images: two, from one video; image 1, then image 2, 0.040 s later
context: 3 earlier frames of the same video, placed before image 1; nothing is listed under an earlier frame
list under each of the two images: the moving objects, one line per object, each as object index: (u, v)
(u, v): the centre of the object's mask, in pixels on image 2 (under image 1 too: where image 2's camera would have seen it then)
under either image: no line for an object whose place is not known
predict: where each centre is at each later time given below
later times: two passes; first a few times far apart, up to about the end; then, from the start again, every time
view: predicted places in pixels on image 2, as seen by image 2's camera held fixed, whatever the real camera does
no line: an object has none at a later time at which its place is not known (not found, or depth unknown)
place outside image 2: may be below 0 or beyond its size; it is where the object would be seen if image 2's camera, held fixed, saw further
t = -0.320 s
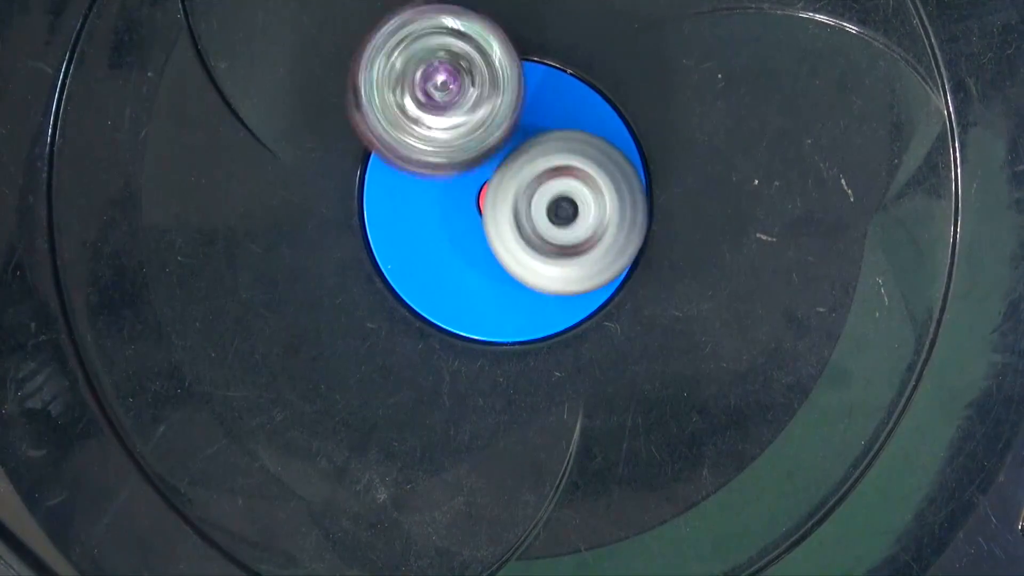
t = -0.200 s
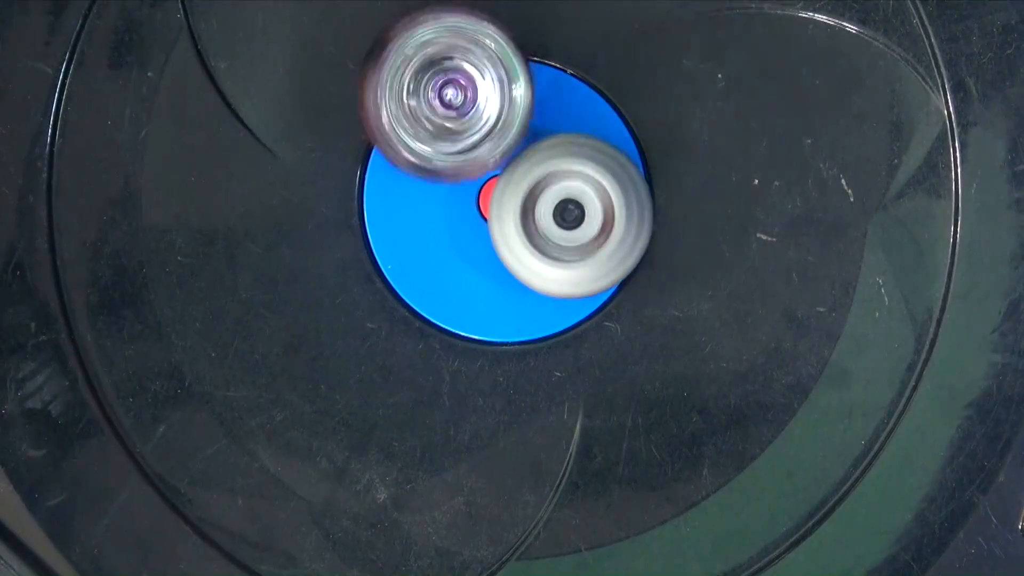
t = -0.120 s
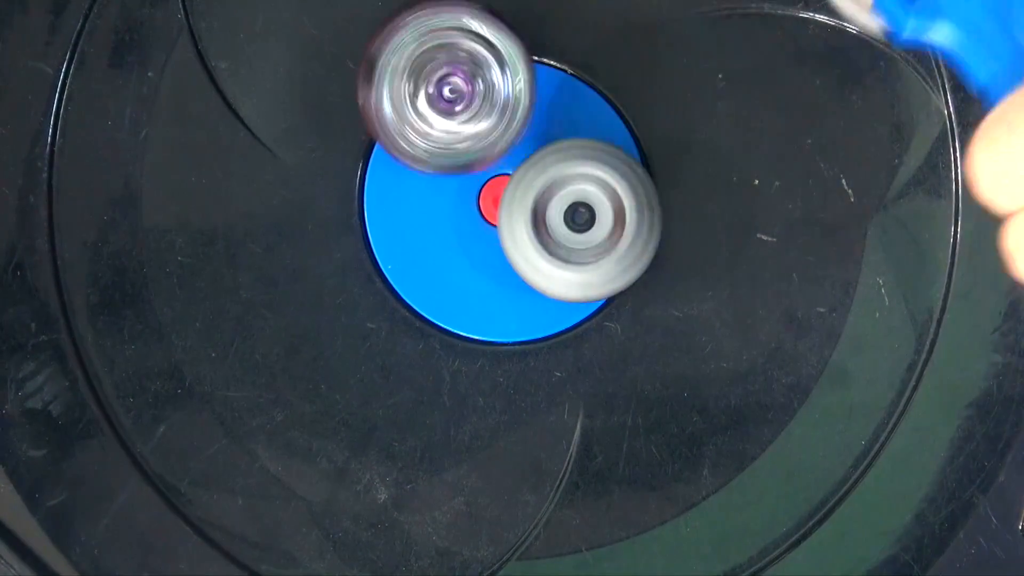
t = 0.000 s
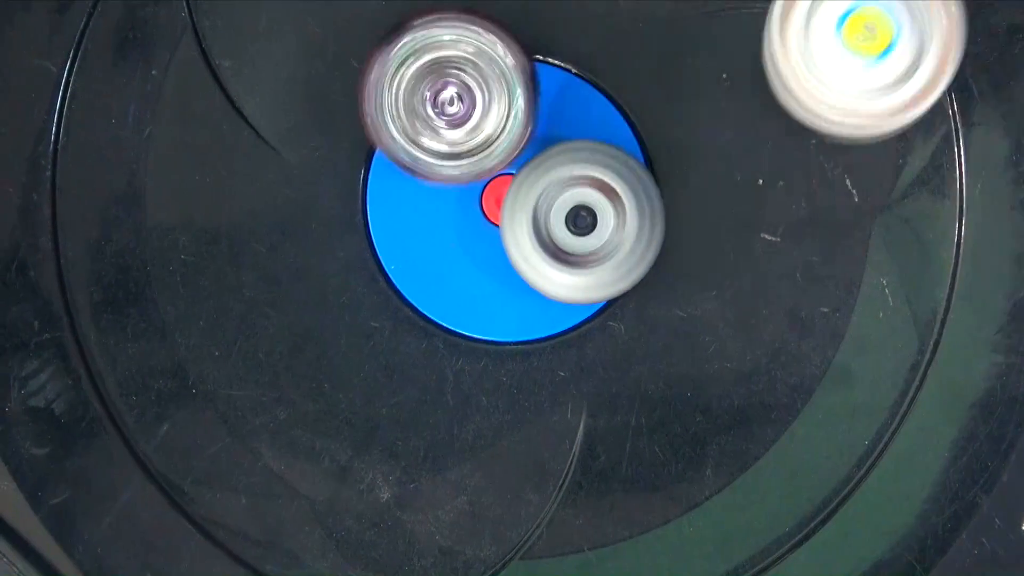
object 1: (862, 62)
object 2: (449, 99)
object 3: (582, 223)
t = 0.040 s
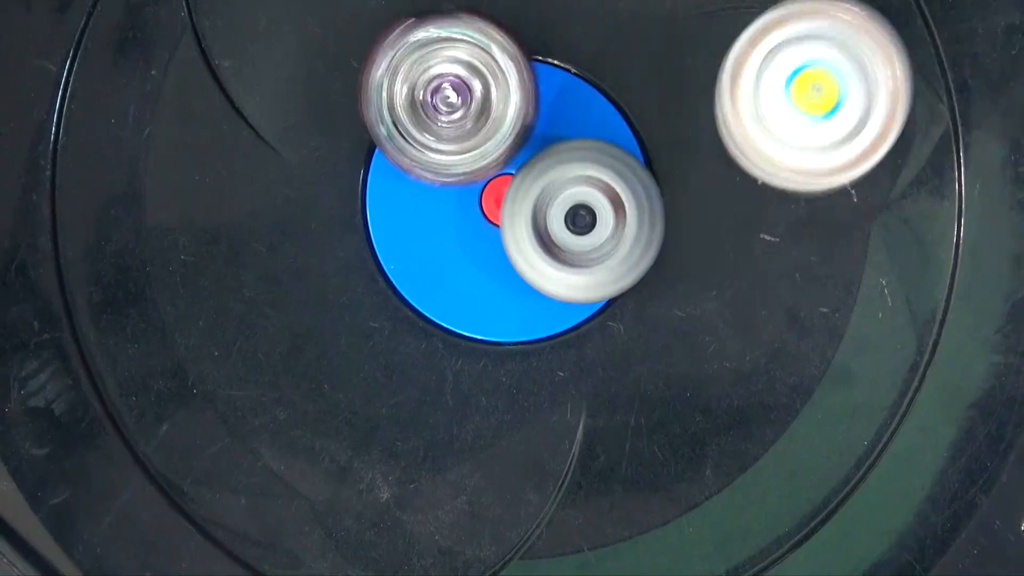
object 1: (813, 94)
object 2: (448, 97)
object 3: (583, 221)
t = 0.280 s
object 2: (447, 79)
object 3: (569, 237)
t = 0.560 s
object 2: (474, 99)
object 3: (560, 257)
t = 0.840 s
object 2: (475, 97)
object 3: (533, 262)
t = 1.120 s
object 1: (772, 62)
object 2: (472, 60)
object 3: (542, 326)
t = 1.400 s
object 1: (753, 44)
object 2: (480, 114)
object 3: (540, 301)
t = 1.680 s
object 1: (761, 42)
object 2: (427, 119)
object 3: (521, 301)
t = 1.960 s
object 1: (748, 42)
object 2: (449, 126)
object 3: (485, 297)
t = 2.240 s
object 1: (714, 43)
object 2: (516, 140)
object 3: (485, 314)
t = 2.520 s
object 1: (692, 47)
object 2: (541, 127)
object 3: (494, 301)
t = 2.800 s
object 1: (725, 53)
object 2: (531, 68)
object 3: (461, 278)
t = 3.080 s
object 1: (743, 46)
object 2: (509, 112)
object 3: (430, 272)
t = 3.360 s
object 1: (756, 45)
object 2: (544, 100)
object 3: (425, 264)
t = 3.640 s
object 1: (749, 43)
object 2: (535, 123)
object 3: (417, 240)
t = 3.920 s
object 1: (726, 42)
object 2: (543, 122)
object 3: (409, 231)
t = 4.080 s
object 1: (711, 44)
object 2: (541, 116)
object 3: (417, 224)
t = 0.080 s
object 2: (450, 92)
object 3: (582, 221)
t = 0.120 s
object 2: (455, 94)
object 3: (583, 219)
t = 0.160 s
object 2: (452, 100)
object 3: (571, 222)
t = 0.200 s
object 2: (448, 93)
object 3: (565, 225)
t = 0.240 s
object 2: (453, 89)
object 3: (565, 229)
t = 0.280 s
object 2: (447, 79)
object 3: (569, 237)
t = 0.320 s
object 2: (447, 74)
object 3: (569, 239)
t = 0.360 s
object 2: (457, 82)
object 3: (562, 245)
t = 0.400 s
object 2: (466, 92)
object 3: (559, 250)
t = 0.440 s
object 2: (469, 101)
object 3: (561, 253)
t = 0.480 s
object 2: (471, 103)
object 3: (559, 253)
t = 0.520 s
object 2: (470, 102)
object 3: (557, 256)
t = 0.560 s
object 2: (474, 99)
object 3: (560, 257)
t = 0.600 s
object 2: (474, 103)
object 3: (559, 256)
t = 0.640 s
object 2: (469, 97)
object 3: (558, 260)
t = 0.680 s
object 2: (473, 94)
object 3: (557, 259)
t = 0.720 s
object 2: (478, 96)
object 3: (555, 259)
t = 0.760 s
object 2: (474, 100)
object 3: (555, 259)
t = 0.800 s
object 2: (472, 98)
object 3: (547, 259)
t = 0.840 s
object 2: (475, 97)
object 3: (533, 262)
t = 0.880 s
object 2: (472, 82)
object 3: (535, 281)
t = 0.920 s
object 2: (466, 64)
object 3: (540, 303)
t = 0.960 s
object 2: (469, 63)
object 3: (542, 311)
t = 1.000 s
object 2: (469, 62)
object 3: (541, 312)
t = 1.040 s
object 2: (466, 59)
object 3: (538, 320)
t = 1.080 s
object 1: (768, 69)
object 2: (468, 58)
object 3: (539, 324)
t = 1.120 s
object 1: (772, 62)
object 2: (472, 60)
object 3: (542, 326)
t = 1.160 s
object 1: (777, 49)
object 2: (475, 62)
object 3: (543, 326)
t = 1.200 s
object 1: (774, 45)
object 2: (478, 62)
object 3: (544, 326)
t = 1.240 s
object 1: (765, 46)
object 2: (482, 67)
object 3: (545, 323)
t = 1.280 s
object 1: (761, 45)
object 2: (482, 70)
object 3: (546, 319)
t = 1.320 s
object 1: (758, 46)
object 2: (482, 81)
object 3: (546, 314)
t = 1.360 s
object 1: (753, 44)
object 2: (478, 98)
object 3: (543, 306)
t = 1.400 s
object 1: (753, 44)
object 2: (480, 114)
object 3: (540, 301)
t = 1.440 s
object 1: (756, 43)
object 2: (474, 130)
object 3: (538, 300)
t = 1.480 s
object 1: (758, 43)
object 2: (459, 118)
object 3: (541, 311)
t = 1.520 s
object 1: (759, 43)
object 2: (448, 114)
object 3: (542, 310)
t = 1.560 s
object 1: (761, 43)
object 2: (438, 119)
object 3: (535, 304)
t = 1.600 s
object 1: (761, 43)
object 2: (433, 120)
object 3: (527, 304)
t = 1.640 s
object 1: (762, 42)
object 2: (426, 120)
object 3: (524, 305)
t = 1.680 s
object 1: (761, 42)
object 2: (427, 119)
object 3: (521, 301)
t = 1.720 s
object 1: (761, 42)
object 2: (429, 120)
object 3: (513, 299)
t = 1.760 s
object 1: (759, 42)
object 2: (431, 125)
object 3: (505, 299)
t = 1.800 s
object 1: (758, 42)
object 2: (428, 131)
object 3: (502, 298)
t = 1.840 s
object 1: (756, 42)
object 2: (426, 132)
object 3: (494, 293)
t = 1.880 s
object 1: (754, 42)
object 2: (426, 121)
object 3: (490, 298)
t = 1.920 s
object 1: (751, 42)
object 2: (436, 115)
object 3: (489, 300)
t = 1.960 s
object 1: (748, 42)
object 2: (449, 126)
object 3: (485, 297)
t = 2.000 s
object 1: (744, 42)
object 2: (452, 119)
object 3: (480, 308)
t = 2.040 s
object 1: (738, 42)
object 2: (469, 107)
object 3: (483, 314)
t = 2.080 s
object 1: (735, 42)
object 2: (482, 115)
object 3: (482, 313)
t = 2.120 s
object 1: (731, 42)
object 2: (485, 120)
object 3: (481, 313)
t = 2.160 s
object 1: (725, 42)
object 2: (495, 126)
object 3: (481, 315)
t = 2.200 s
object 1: (720, 42)
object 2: (505, 133)
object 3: (483, 314)
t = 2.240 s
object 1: (714, 43)
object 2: (516, 140)
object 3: (485, 314)
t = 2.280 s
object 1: (709, 43)
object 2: (525, 143)
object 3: (487, 315)
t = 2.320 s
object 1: (704, 43)
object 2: (528, 134)
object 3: (491, 316)
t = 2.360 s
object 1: (695, 44)
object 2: (546, 128)
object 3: (496, 309)
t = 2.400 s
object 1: (687, 45)
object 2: (549, 134)
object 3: (494, 305)
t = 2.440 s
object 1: (689, 45)
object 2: (542, 138)
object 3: (491, 305)
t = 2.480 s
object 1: (691, 48)
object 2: (545, 129)
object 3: (492, 306)
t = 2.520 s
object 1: (692, 47)
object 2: (541, 127)
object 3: (494, 301)
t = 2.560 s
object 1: (707, 48)
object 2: (524, 118)
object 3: (486, 292)
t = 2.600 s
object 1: (710, 48)
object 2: (526, 103)
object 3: (482, 292)
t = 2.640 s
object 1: (710, 46)
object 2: (538, 94)
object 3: (482, 291)
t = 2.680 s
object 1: (718, 52)
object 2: (543, 93)
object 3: (478, 283)
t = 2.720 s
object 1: (724, 54)
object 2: (527, 90)
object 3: (471, 280)
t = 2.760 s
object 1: (725, 55)
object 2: (524, 73)
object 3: (464, 279)
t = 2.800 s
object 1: (725, 53)
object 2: (531, 68)
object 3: (461, 278)
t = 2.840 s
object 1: (726, 49)
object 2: (538, 66)
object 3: (459, 276)
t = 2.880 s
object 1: (728, 49)
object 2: (541, 76)
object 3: (450, 272)
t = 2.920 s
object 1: (729, 49)
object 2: (537, 87)
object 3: (444, 272)
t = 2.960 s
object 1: (729, 47)
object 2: (525, 102)
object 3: (441, 274)
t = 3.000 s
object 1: (732, 47)
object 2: (513, 108)
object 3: (440, 272)
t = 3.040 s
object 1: (737, 46)
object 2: (508, 107)
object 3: (437, 269)
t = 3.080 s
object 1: (743, 46)
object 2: (509, 112)
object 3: (430, 272)
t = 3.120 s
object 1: (747, 46)
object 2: (517, 107)
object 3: (426, 275)
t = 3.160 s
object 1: (751, 46)
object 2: (529, 103)
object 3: (429, 273)
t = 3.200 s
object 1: (753, 46)
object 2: (534, 107)
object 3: (429, 268)
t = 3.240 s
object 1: (754, 45)
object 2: (539, 122)
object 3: (426, 265)
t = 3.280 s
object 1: (756, 45)
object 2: (540, 135)
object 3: (424, 265)
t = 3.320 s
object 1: (756, 45)
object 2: (540, 127)
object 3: (422, 267)
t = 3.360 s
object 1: (756, 45)
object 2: (544, 100)
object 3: (425, 264)
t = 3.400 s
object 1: (756, 44)
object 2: (556, 91)
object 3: (423, 259)
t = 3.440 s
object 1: (756, 44)
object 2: (565, 91)
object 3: (421, 256)
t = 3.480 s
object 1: (756, 44)
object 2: (565, 102)
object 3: (420, 254)
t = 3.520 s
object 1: (754, 44)
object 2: (558, 114)
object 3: (421, 252)
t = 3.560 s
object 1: (752, 43)
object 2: (544, 125)
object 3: (422, 244)
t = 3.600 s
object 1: (750, 43)
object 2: (538, 123)
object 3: (420, 240)
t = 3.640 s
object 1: (749, 43)
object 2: (535, 123)
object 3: (417, 240)
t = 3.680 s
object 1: (747, 43)
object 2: (535, 122)
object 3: (418, 238)
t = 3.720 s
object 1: (745, 43)
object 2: (538, 120)
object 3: (416, 239)
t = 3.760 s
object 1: (742, 43)
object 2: (541, 121)
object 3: (415, 237)
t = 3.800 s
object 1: (739, 42)
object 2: (543, 121)
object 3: (413, 233)
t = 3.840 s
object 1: (736, 42)
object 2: (544, 122)
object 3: (411, 231)
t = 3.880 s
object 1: (731, 42)
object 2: (544, 122)
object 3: (409, 230)
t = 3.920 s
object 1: (726, 42)
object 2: (543, 122)
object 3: (409, 231)
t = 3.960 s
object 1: (722, 42)
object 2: (541, 122)
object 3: (413, 228)
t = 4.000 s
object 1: (719, 43)
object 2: (542, 118)
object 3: (412, 226)
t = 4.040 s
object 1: (716, 43)
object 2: (542, 117)
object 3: (413, 226)
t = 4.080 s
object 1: (711, 44)
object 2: (541, 116)
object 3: (417, 224)
